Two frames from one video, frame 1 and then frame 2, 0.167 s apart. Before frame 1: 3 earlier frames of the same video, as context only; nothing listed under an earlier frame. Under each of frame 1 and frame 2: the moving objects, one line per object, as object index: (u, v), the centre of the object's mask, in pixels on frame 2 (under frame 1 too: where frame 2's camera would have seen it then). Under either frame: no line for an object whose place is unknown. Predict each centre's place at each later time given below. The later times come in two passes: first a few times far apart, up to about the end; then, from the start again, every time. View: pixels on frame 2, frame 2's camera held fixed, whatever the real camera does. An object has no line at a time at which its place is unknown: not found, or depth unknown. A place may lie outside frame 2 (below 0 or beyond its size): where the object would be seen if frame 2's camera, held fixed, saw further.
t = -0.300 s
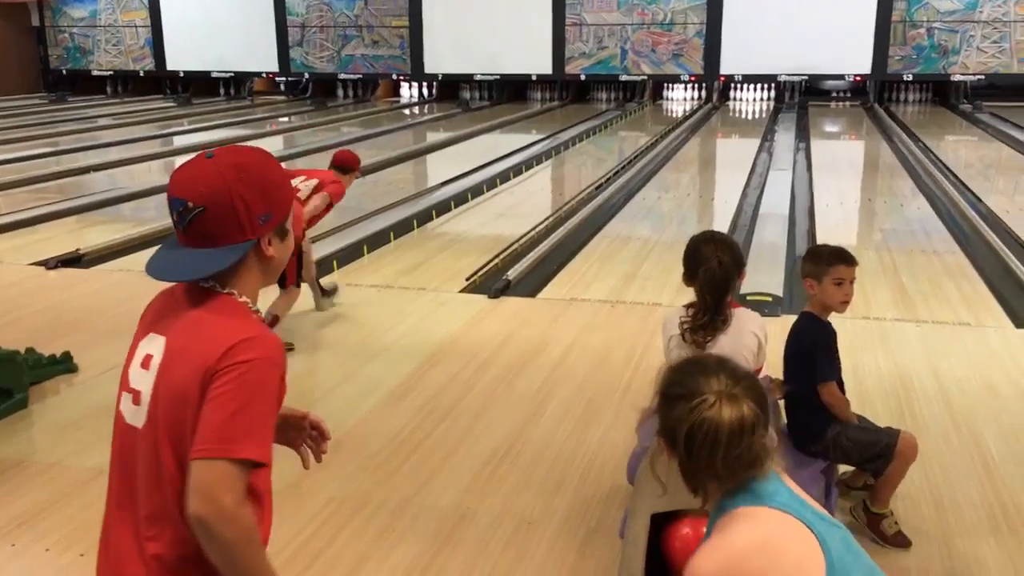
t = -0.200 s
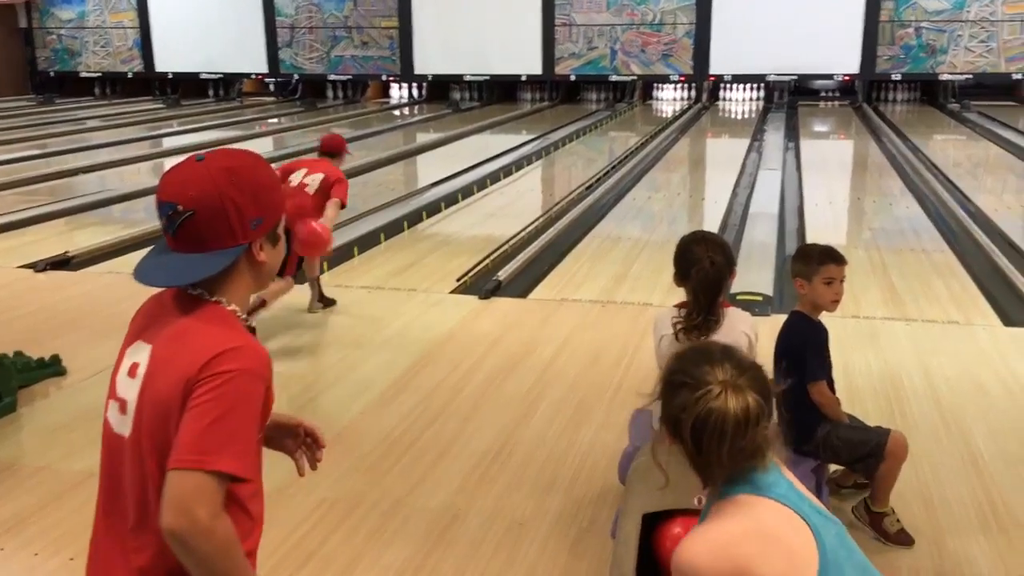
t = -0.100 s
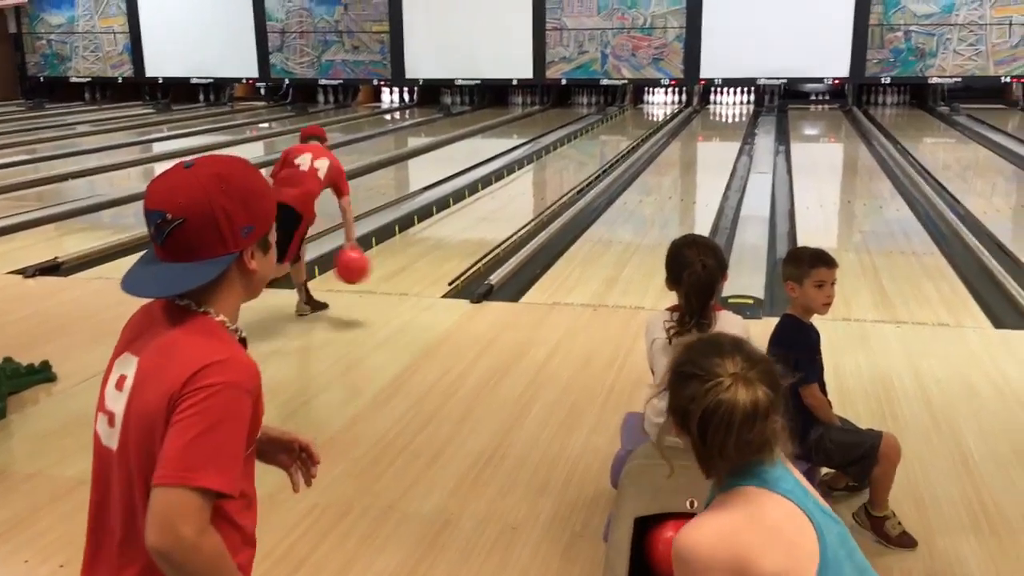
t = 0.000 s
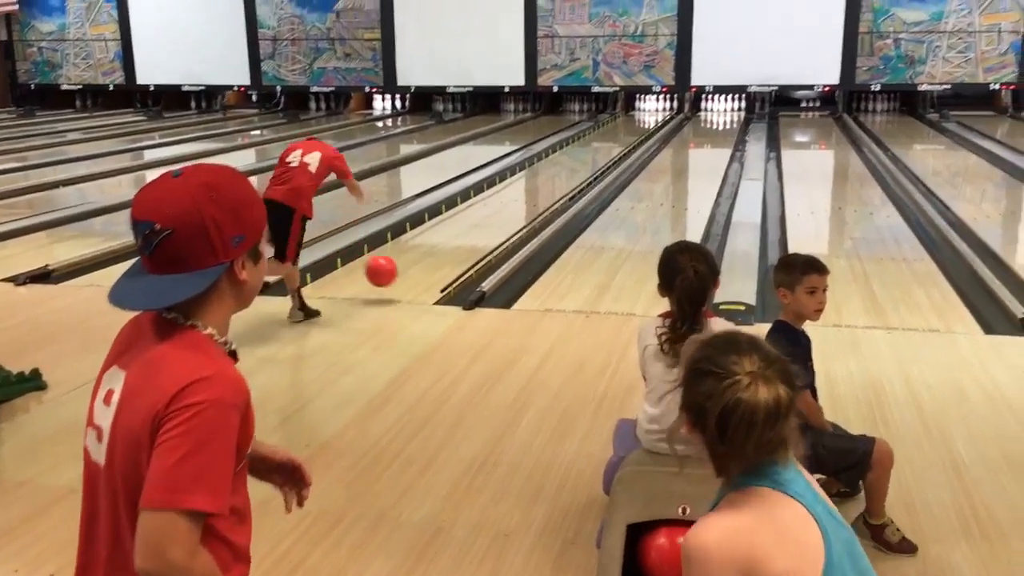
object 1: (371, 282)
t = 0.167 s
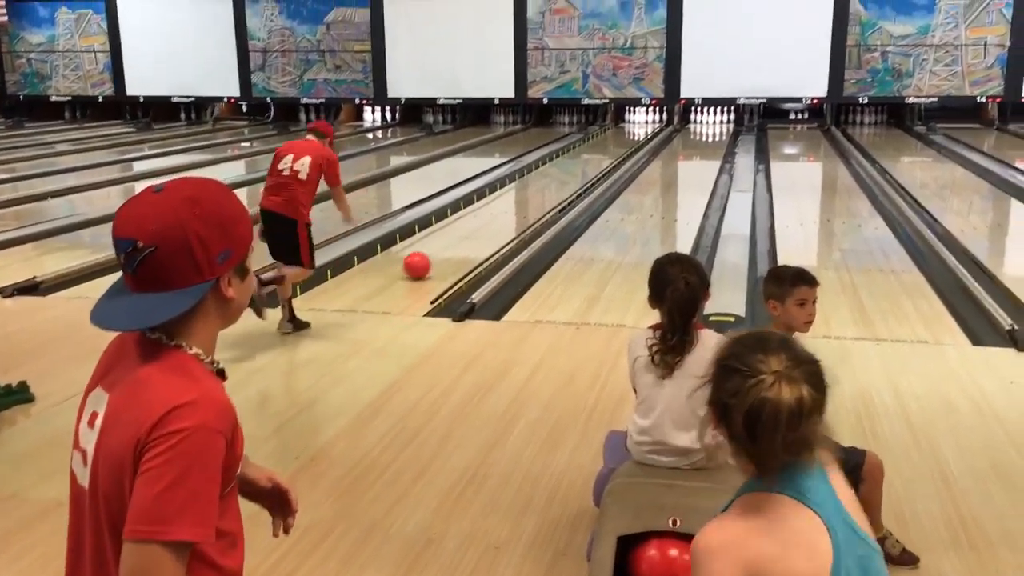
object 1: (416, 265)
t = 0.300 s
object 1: (445, 245)
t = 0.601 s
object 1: (490, 211)
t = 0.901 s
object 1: (522, 188)
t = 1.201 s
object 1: (546, 170)
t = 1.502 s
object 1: (564, 156)
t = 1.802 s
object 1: (577, 146)
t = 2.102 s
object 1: (589, 137)
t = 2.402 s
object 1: (604, 131)
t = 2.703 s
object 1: (617, 125)
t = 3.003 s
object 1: (629, 122)
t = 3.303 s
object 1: (631, 119)
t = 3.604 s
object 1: (630, 118)
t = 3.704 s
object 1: (629, 118)
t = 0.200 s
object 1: (424, 260)
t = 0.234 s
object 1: (431, 255)
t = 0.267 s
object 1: (439, 250)
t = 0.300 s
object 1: (445, 245)
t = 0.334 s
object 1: (451, 241)
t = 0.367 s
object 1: (457, 237)
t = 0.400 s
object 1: (462, 232)
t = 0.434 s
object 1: (467, 229)
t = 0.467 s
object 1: (473, 224)
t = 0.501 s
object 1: (477, 221)
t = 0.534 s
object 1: (482, 218)
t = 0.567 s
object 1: (487, 214)
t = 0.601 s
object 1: (490, 211)
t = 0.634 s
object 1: (495, 208)
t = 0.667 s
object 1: (498, 206)
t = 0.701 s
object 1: (503, 202)
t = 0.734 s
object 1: (506, 200)
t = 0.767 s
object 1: (510, 198)
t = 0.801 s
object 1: (513, 195)
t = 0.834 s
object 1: (516, 192)
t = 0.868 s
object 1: (520, 190)
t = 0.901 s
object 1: (522, 188)
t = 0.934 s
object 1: (525, 185)
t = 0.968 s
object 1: (528, 183)
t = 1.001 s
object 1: (531, 181)
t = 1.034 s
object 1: (534, 179)
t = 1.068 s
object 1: (536, 177)
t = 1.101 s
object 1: (539, 175)
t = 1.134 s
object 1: (541, 173)
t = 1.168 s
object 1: (544, 171)
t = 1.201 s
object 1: (546, 170)
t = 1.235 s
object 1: (548, 168)
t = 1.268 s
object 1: (550, 166)
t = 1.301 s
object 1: (552, 165)
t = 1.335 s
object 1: (554, 163)
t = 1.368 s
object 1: (557, 162)
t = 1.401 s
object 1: (559, 160)
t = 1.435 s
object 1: (560, 159)
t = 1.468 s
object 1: (562, 157)
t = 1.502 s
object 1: (564, 156)
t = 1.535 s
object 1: (566, 155)
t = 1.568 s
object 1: (567, 153)
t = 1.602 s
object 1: (569, 152)
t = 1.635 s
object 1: (570, 151)
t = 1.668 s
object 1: (572, 150)
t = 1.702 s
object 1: (574, 149)
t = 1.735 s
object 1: (575, 148)
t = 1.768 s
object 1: (576, 147)
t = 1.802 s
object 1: (577, 146)
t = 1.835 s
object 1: (579, 145)
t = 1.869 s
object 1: (580, 144)
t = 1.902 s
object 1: (582, 143)
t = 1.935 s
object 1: (583, 142)
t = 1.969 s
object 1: (584, 141)
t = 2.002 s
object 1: (585, 140)
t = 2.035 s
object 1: (586, 140)
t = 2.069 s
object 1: (587, 139)
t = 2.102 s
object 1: (589, 137)
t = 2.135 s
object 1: (590, 137)
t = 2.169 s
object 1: (591, 136)
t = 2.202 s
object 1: (593, 135)
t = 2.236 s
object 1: (594, 134)
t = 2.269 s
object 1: (595, 133)
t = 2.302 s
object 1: (598, 133)
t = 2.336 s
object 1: (600, 132)
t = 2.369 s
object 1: (602, 131)
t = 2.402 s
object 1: (604, 131)
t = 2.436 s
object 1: (605, 130)
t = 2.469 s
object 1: (607, 129)
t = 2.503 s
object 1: (609, 129)
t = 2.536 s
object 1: (611, 128)
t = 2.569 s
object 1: (611, 128)
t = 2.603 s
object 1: (613, 127)
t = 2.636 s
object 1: (615, 127)
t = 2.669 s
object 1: (615, 126)
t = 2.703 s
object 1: (617, 125)
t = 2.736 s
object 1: (619, 125)
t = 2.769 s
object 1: (620, 124)
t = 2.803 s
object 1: (621, 124)
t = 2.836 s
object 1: (622, 124)
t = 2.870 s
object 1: (623, 123)
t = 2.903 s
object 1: (624, 123)
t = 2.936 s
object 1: (626, 122)
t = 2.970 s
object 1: (627, 122)
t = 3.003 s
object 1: (629, 122)
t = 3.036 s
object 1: (630, 122)
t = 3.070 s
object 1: (630, 122)
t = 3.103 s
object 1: (631, 120)
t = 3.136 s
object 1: (632, 120)
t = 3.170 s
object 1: (631, 120)
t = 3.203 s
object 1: (631, 120)
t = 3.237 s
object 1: (631, 119)
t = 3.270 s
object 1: (631, 119)
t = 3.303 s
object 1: (631, 119)
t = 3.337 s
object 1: (630, 119)
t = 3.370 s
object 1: (630, 119)
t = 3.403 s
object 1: (630, 119)
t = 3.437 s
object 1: (630, 119)
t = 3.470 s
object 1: (630, 119)
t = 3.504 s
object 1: (631, 118)
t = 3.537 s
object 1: (630, 118)
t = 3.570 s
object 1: (630, 118)
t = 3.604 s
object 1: (630, 118)
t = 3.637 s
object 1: (629, 118)
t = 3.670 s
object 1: (629, 118)
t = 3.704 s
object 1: (629, 118)
